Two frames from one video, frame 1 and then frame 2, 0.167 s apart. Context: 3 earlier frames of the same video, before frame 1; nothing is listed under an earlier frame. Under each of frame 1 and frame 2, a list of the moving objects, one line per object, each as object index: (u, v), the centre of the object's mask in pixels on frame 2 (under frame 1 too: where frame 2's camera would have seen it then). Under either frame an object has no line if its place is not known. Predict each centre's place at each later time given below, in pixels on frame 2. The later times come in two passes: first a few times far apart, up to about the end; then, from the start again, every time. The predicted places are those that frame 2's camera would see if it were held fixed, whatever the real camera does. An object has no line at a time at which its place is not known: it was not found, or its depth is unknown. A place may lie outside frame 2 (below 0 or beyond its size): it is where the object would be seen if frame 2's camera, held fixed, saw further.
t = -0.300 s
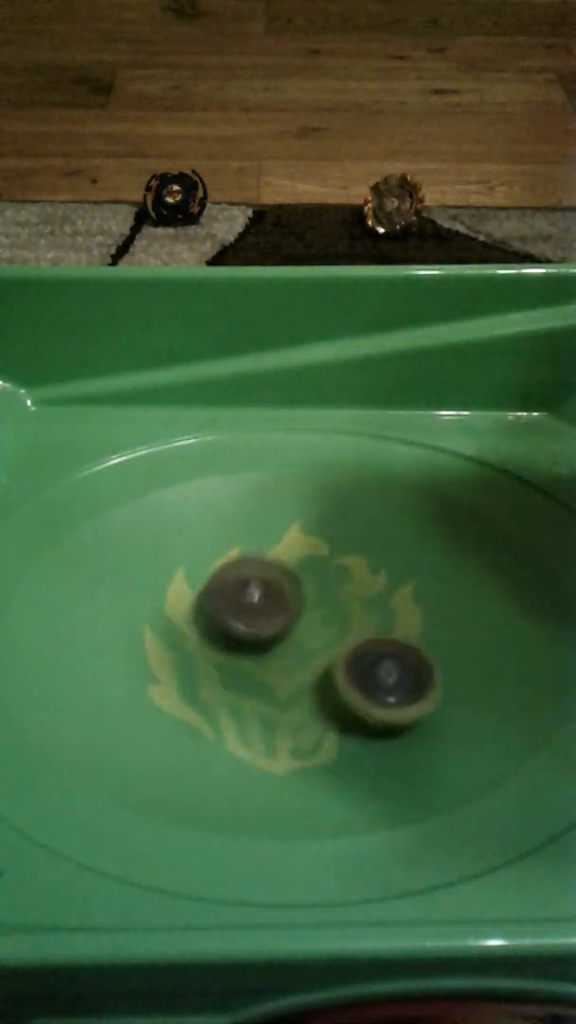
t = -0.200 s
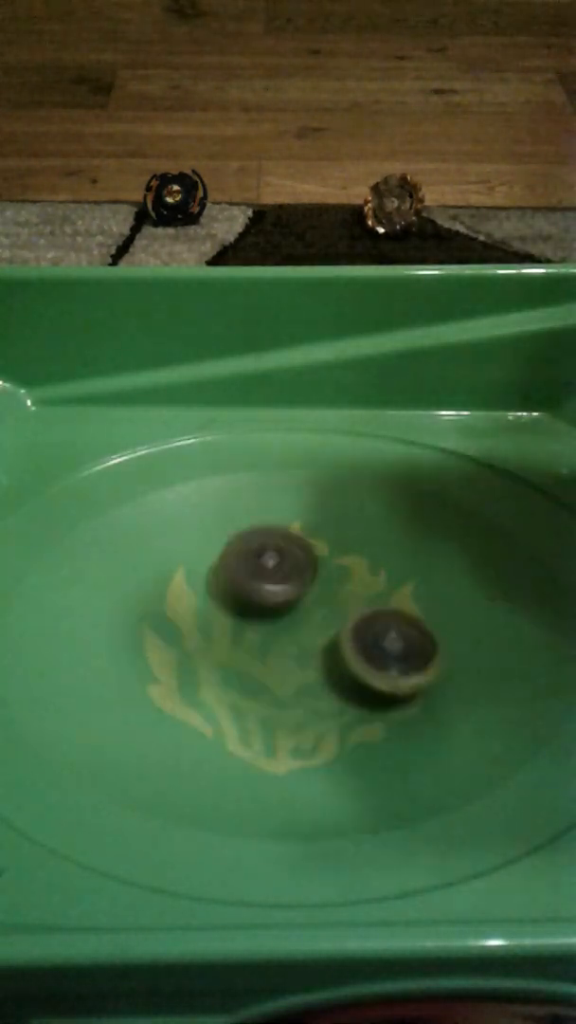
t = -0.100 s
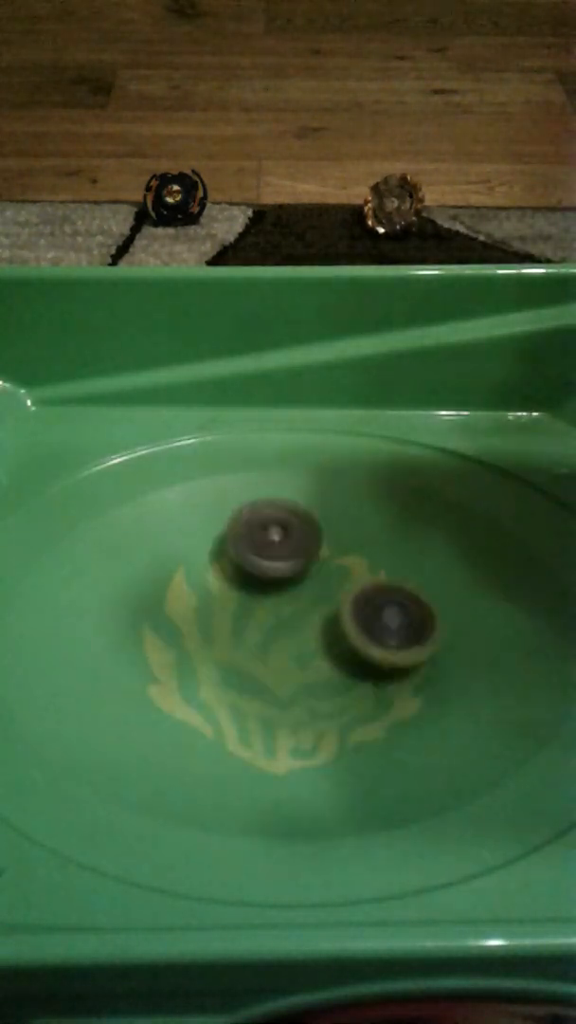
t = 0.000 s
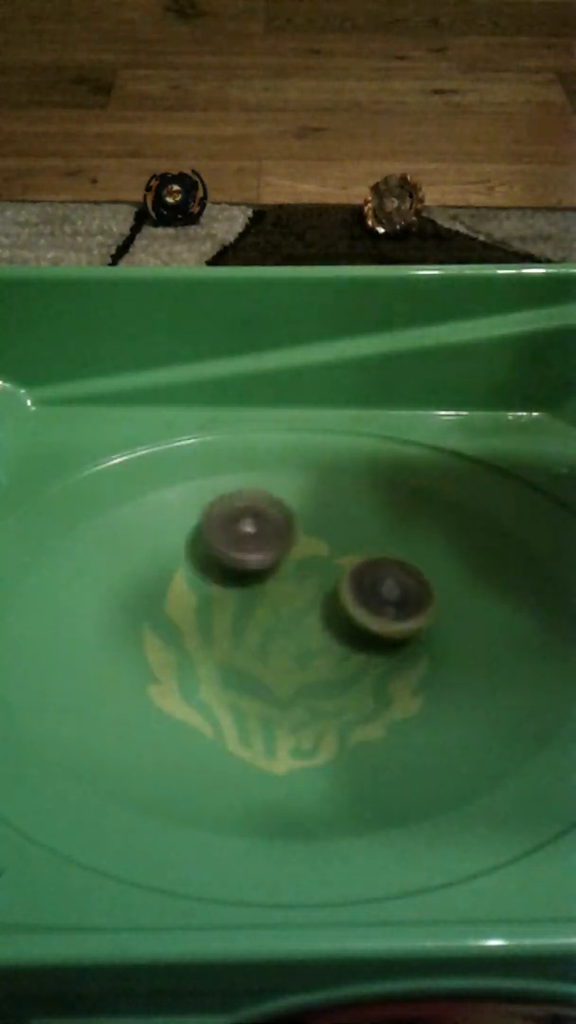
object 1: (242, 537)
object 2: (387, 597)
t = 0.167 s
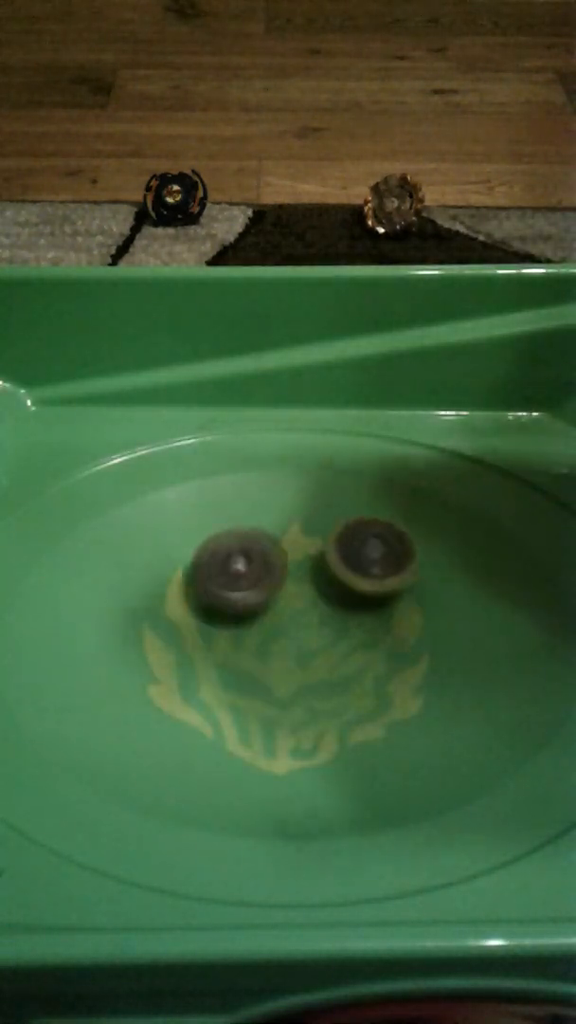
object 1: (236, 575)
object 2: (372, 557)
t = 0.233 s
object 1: (258, 589)
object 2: (358, 543)
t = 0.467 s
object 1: (250, 668)
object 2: (361, 530)
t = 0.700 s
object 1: (285, 730)
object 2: (349, 570)
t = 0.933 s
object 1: (345, 670)
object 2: (299, 579)
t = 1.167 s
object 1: (299, 705)
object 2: (257, 454)
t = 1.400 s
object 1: (322, 719)
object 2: (225, 417)
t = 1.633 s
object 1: (285, 657)
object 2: (205, 444)
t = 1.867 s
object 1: (258, 590)
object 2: (215, 476)
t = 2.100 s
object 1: (281, 579)
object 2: (235, 515)
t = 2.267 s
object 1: (318, 607)
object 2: (244, 547)
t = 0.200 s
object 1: (246, 582)
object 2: (366, 548)
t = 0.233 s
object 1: (258, 589)
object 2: (358, 543)
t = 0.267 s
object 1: (269, 595)
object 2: (349, 537)
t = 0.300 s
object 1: (269, 607)
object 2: (349, 534)
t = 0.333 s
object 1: (261, 621)
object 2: (354, 531)
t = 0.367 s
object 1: (259, 631)
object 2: (356, 530)
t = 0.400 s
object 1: (256, 643)
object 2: (357, 526)
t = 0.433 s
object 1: (253, 656)
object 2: (359, 527)
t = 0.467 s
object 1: (250, 668)
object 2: (361, 530)
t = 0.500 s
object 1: (247, 679)
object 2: (363, 533)
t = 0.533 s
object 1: (244, 692)
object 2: (363, 542)
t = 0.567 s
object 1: (245, 702)
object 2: (362, 546)
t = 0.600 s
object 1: (251, 712)
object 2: (362, 551)
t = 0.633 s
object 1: (260, 720)
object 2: (359, 557)
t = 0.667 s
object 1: (271, 726)
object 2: (354, 564)
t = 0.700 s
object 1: (285, 730)
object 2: (349, 570)
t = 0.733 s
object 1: (314, 730)
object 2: (341, 577)
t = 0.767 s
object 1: (329, 725)
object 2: (336, 580)
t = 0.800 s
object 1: (340, 716)
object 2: (330, 582)
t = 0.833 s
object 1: (347, 705)
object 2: (321, 582)
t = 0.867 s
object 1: (351, 693)
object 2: (309, 583)
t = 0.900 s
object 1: (350, 681)
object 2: (302, 581)
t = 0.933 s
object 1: (345, 670)
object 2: (299, 579)
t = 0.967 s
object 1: (339, 659)
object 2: (295, 576)
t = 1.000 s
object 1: (333, 648)
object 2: (289, 571)
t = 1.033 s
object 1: (328, 646)
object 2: (287, 558)
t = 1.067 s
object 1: (319, 666)
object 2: (288, 519)
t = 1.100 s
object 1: (311, 683)
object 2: (274, 495)
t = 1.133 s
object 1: (303, 696)
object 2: (267, 471)
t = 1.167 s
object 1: (299, 705)
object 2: (257, 454)
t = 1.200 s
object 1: (299, 711)
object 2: (251, 446)
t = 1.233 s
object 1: (301, 717)
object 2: (244, 436)
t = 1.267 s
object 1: (304, 724)
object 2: (240, 429)
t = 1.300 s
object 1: (308, 728)
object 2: (234, 422)
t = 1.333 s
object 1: (315, 728)
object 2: (230, 418)
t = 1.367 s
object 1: (321, 724)
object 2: (227, 417)
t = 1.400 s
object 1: (322, 719)
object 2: (225, 417)
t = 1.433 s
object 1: (322, 709)
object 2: (225, 420)
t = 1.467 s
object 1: (320, 700)
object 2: (225, 423)
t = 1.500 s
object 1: (316, 692)
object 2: (226, 429)
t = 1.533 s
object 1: (308, 683)
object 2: (224, 434)
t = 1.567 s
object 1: (300, 674)
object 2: (219, 437)
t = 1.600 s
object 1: (291, 666)
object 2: (212, 441)
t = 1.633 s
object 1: (285, 657)
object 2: (205, 444)
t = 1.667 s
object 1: (280, 646)
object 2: (202, 447)
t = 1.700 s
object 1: (275, 637)
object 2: (196, 450)
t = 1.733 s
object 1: (269, 627)
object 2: (196, 453)
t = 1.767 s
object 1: (265, 618)
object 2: (201, 457)
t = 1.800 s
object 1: (263, 609)
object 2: (205, 462)
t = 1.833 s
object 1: (260, 600)
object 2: (209, 468)
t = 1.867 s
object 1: (258, 590)
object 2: (215, 476)
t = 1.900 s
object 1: (256, 581)
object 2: (220, 484)
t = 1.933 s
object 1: (256, 573)
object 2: (223, 493)
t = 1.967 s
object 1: (258, 564)
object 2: (225, 500)
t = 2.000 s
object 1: (260, 562)
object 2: (230, 502)
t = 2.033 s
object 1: (265, 570)
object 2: (232, 505)
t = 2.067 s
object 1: (273, 575)
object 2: (233, 509)
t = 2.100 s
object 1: (281, 579)
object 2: (235, 515)
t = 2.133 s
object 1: (288, 586)
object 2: (237, 522)
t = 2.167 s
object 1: (297, 590)
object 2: (237, 528)
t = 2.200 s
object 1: (305, 596)
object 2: (242, 534)
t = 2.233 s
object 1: (310, 602)
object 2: (243, 541)
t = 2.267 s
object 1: (318, 607)
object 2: (244, 547)
